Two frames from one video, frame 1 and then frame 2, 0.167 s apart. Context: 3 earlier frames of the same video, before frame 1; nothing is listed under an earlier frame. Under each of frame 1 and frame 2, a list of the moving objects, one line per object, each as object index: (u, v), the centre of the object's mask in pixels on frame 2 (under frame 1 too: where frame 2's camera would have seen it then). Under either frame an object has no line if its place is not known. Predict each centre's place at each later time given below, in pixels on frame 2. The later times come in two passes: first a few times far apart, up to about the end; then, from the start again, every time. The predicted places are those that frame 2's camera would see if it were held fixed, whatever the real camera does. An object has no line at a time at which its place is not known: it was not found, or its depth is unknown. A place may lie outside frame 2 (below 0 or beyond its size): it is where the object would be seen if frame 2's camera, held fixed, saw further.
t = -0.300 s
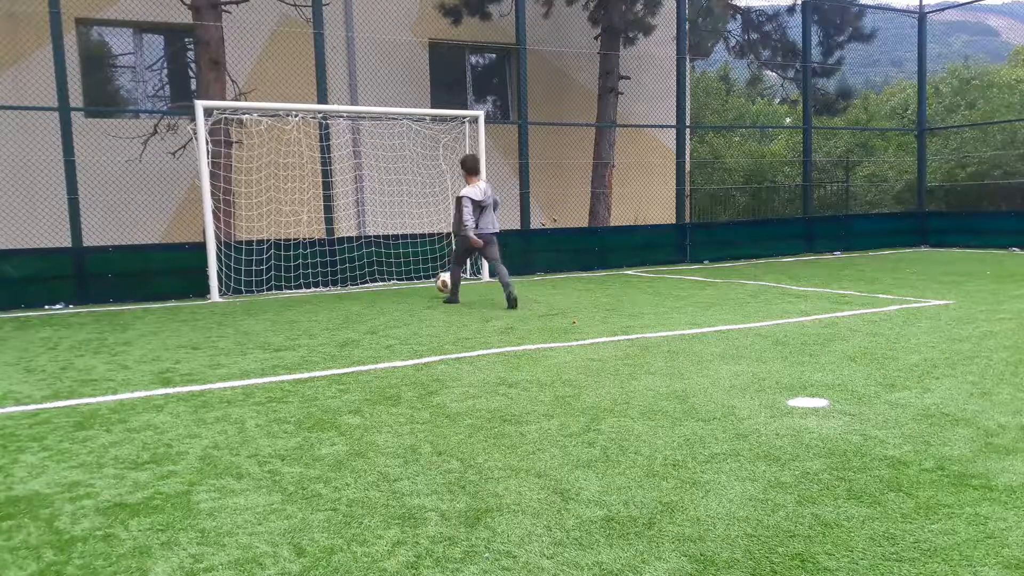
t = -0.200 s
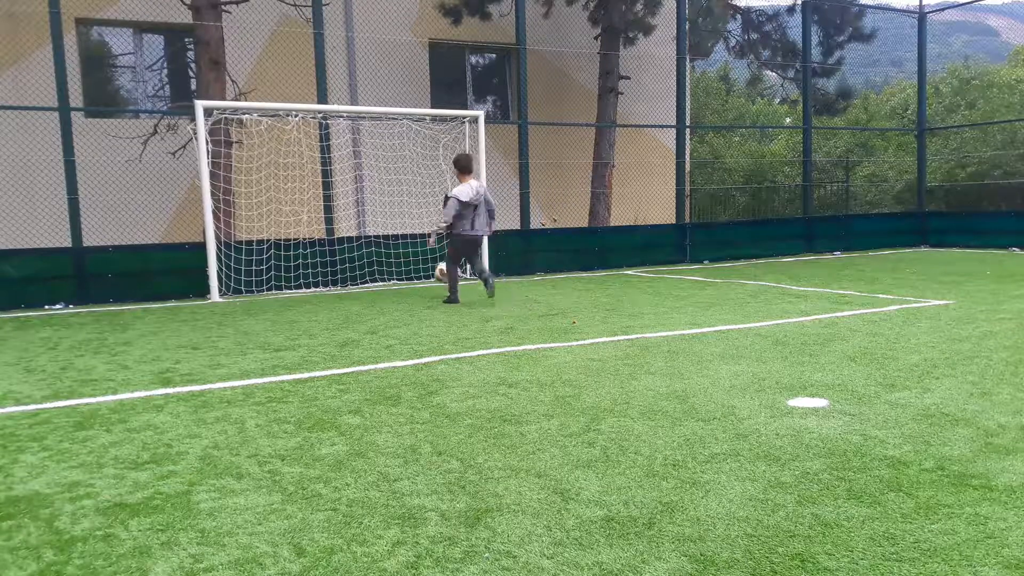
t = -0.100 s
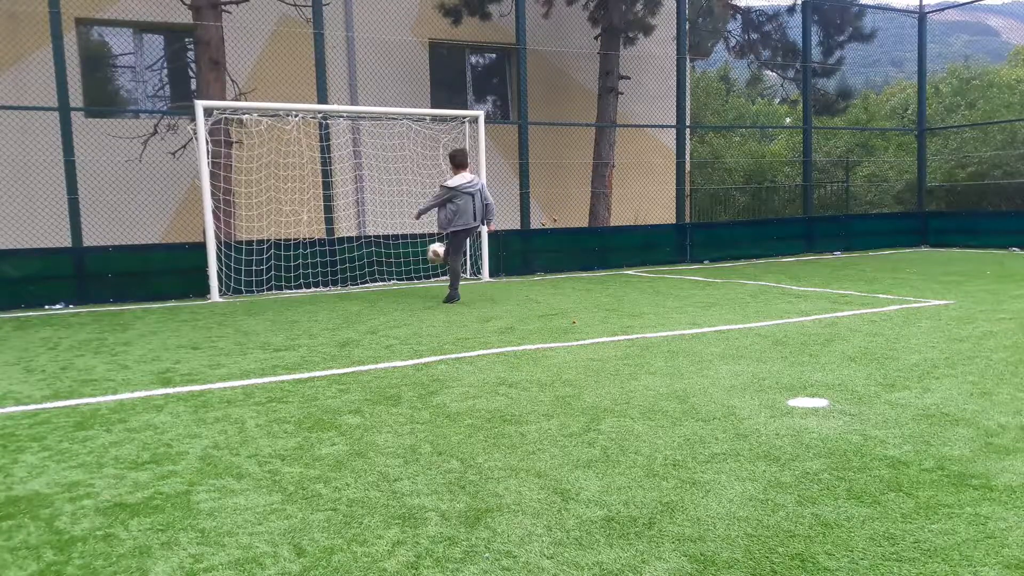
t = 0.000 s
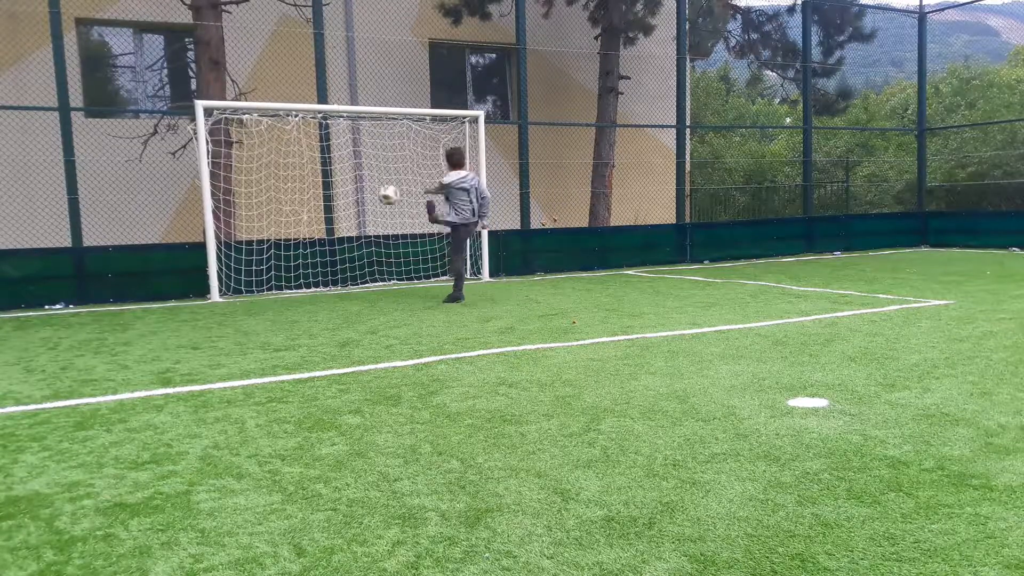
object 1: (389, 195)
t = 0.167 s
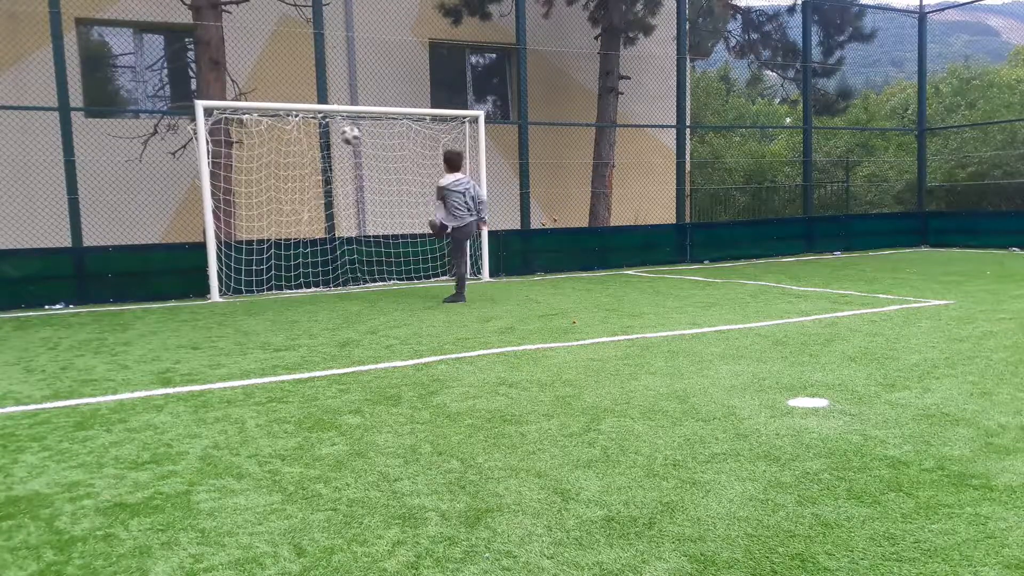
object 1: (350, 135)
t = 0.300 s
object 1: (420, 123)
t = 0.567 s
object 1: (574, 144)
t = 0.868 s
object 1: (780, 259)
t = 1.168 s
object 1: (884, 202)
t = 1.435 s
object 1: (959, 186)
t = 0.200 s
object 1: (367, 130)
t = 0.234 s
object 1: (384, 127)
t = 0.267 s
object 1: (401, 125)
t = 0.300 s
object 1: (420, 123)
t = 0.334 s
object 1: (438, 122)
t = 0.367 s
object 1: (457, 122)
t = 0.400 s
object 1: (475, 124)
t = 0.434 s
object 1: (495, 125)
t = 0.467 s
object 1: (514, 128)
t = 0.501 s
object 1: (534, 132)
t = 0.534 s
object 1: (554, 137)
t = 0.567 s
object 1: (574, 144)
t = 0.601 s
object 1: (596, 151)
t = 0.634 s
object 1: (617, 160)
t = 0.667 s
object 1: (639, 169)
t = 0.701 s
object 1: (661, 182)
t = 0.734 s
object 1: (684, 194)
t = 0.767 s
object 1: (707, 209)
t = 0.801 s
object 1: (731, 224)
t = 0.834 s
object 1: (755, 241)
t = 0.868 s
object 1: (780, 259)
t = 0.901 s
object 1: (806, 279)
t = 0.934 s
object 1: (819, 276)
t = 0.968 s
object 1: (829, 262)
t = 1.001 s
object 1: (838, 249)
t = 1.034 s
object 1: (847, 239)
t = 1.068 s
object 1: (856, 227)
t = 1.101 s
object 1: (865, 218)
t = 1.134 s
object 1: (874, 209)
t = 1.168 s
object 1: (884, 202)
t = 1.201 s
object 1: (893, 195)
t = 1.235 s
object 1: (902, 191)
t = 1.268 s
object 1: (911, 187)
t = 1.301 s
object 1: (920, 184)
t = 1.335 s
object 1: (930, 183)
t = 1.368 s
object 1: (940, 183)
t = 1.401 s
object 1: (949, 184)
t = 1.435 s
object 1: (959, 186)
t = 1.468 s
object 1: (968, 190)
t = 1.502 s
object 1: (977, 195)
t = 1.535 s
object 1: (987, 200)
